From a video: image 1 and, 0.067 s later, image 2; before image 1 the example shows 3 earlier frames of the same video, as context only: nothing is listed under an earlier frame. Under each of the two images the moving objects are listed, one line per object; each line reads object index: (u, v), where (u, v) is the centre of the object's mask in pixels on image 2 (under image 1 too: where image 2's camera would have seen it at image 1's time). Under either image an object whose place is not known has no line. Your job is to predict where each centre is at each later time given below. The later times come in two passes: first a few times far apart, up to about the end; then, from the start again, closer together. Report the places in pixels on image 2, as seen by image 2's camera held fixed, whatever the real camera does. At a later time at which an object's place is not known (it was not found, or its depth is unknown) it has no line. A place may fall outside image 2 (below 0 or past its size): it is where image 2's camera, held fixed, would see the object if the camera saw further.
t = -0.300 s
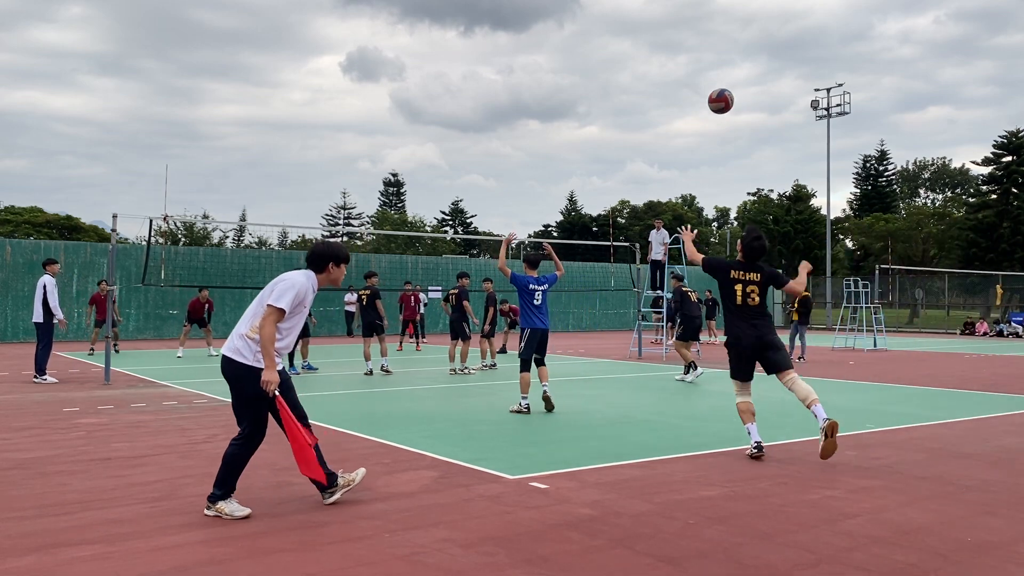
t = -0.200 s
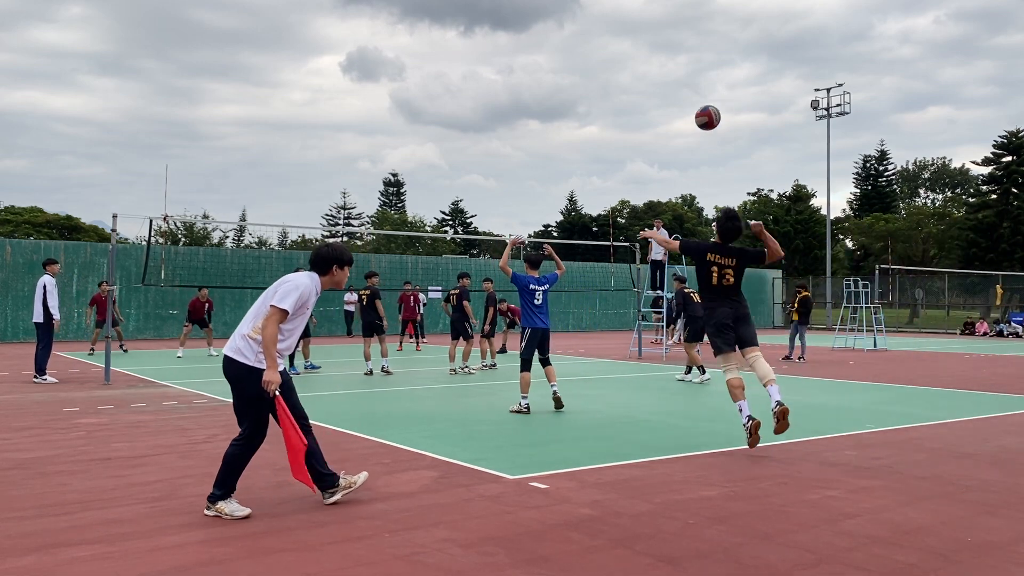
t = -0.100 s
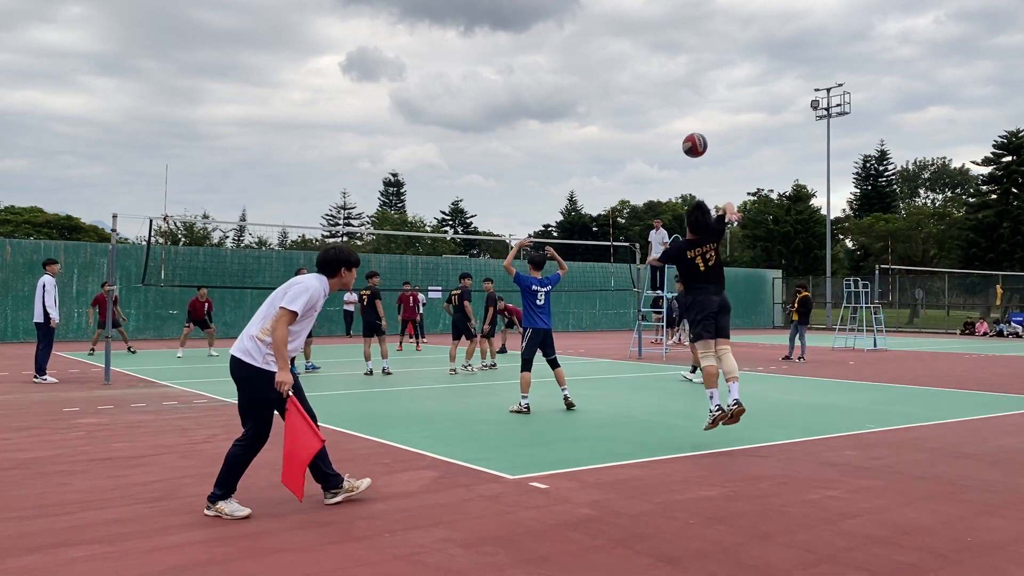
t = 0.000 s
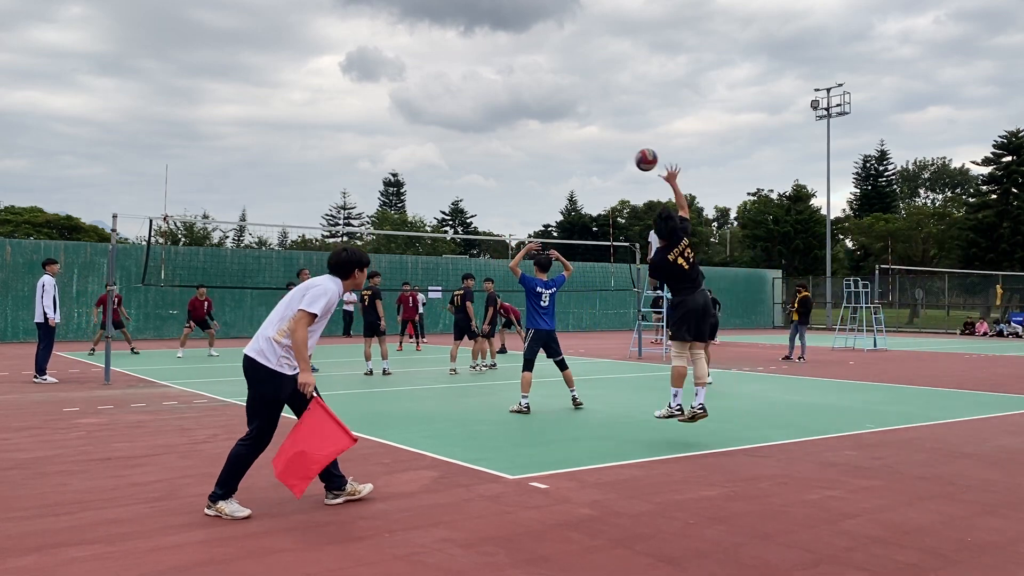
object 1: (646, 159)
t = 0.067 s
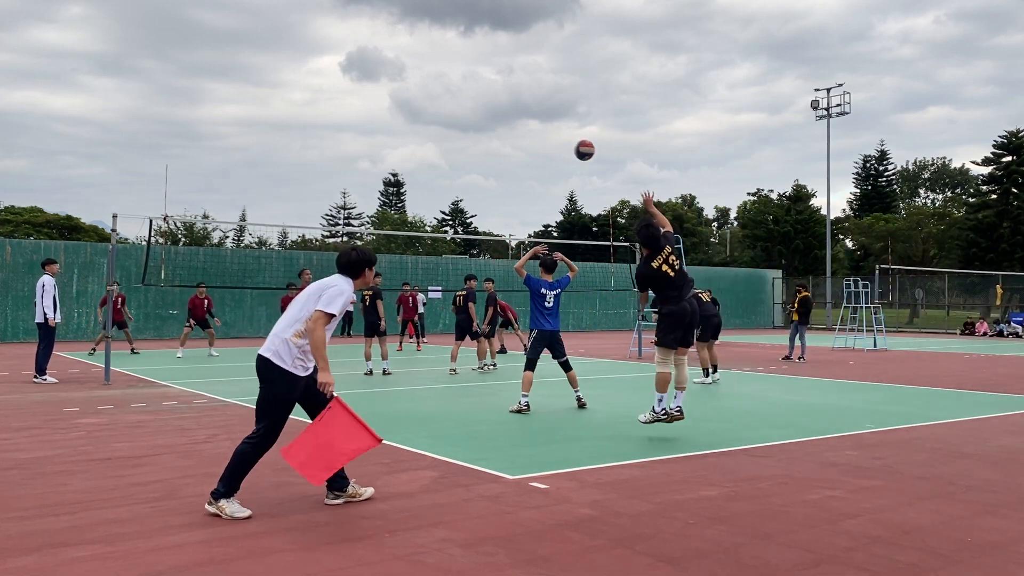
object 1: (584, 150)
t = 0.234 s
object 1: (475, 143)
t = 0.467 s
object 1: (376, 163)
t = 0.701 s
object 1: (310, 202)
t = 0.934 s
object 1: (260, 253)
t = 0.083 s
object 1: (571, 148)
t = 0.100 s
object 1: (558, 147)
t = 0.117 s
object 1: (546, 145)
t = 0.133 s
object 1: (535, 144)
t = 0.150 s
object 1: (524, 143)
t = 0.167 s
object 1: (513, 142)
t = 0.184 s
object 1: (503, 142)
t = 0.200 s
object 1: (493, 142)
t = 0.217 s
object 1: (484, 142)
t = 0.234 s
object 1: (475, 143)
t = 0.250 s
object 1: (466, 143)
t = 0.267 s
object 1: (458, 144)
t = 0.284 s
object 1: (450, 145)
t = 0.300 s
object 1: (442, 146)
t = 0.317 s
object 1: (434, 147)
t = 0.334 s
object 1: (427, 148)
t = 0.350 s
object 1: (420, 149)
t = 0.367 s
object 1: (414, 151)
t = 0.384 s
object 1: (407, 153)
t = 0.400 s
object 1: (401, 155)
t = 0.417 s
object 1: (394, 157)
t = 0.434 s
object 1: (388, 159)
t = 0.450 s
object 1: (382, 160)
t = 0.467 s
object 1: (376, 163)
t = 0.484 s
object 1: (371, 165)
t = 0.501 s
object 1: (365, 167)
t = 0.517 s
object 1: (360, 169)
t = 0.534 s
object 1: (355, 172)
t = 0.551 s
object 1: (350, 175)
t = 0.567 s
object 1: (345, 177)
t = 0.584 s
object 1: (340, 180)
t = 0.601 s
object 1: (336, 183)
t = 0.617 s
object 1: (331, 185)
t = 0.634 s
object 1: (327, 188)
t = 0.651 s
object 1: (322, 192)
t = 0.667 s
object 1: (318, 195)
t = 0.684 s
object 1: (314, 198)
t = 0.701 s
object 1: (310, 202)
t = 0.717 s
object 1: (306, 205)
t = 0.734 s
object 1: (302, 209)
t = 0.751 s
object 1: (298, 212)
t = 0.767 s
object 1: (295, 216)
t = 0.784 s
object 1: (291, 219)
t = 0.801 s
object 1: (287, 222)
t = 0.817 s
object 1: (283, 227)
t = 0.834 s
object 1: (280, 231)
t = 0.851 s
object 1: (277, 234)
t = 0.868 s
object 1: (273, 238)
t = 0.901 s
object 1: (267, 246)
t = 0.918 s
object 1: (263, 250)
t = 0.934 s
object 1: (260, 253)
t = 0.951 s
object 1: (257, 258)
